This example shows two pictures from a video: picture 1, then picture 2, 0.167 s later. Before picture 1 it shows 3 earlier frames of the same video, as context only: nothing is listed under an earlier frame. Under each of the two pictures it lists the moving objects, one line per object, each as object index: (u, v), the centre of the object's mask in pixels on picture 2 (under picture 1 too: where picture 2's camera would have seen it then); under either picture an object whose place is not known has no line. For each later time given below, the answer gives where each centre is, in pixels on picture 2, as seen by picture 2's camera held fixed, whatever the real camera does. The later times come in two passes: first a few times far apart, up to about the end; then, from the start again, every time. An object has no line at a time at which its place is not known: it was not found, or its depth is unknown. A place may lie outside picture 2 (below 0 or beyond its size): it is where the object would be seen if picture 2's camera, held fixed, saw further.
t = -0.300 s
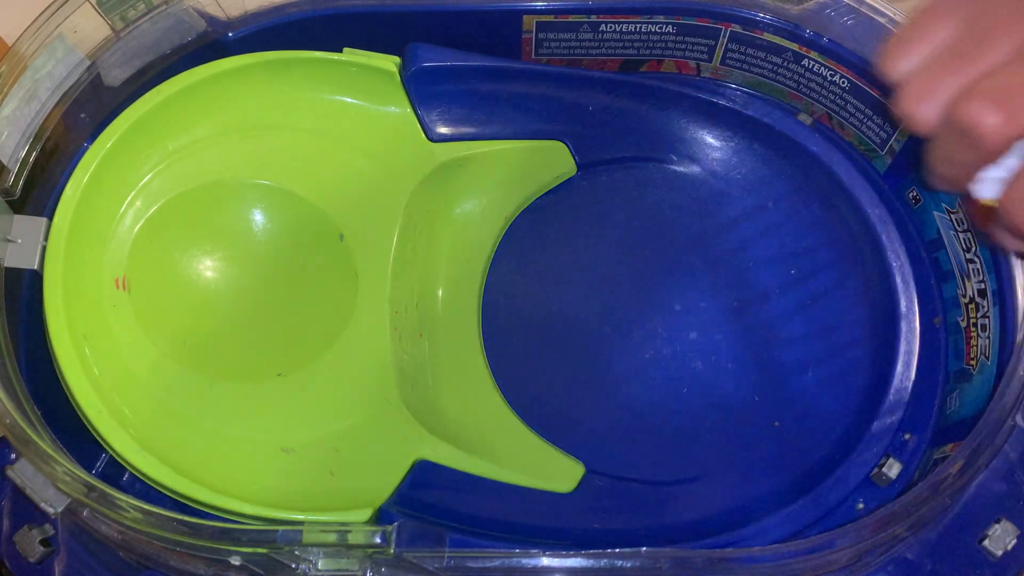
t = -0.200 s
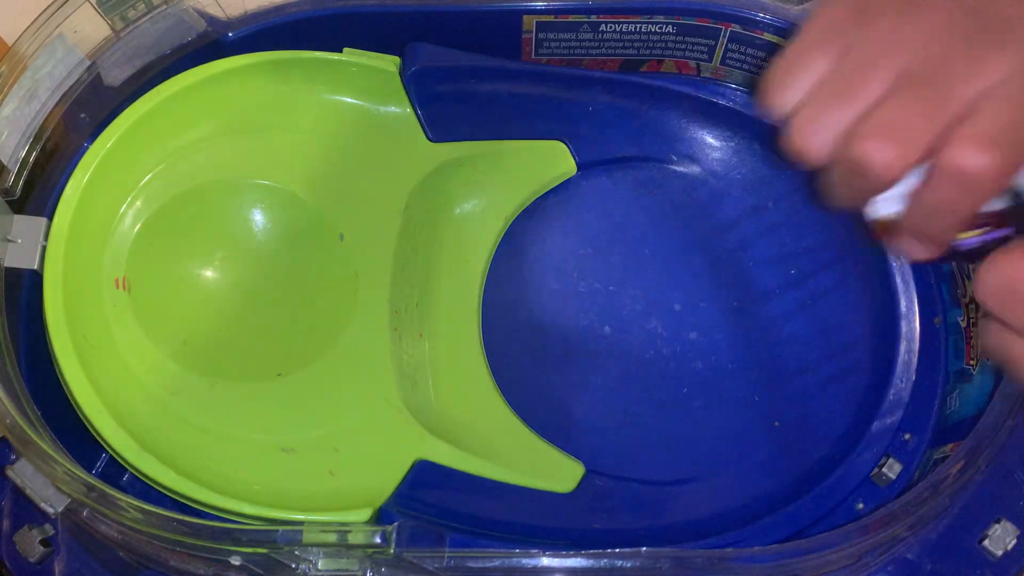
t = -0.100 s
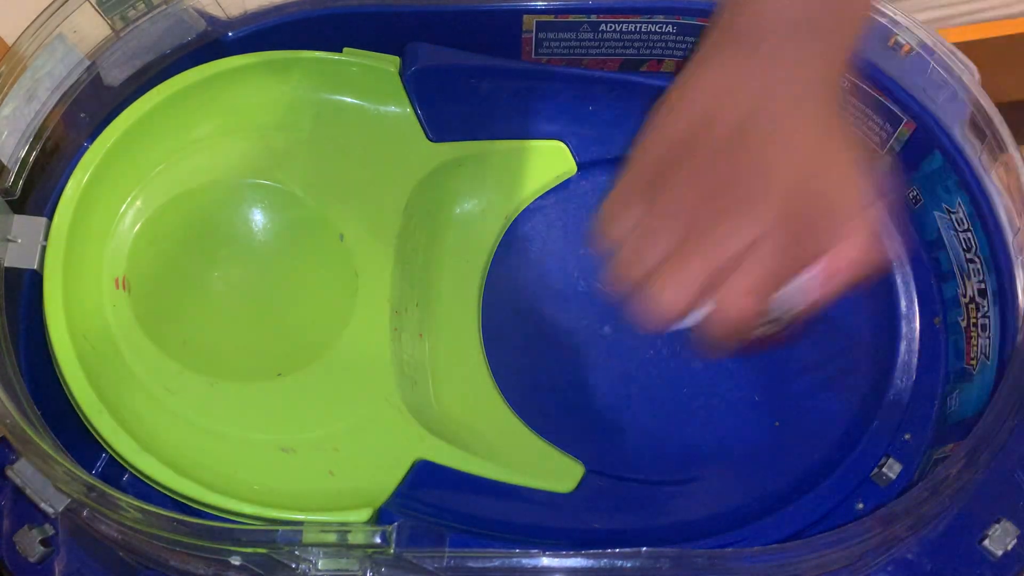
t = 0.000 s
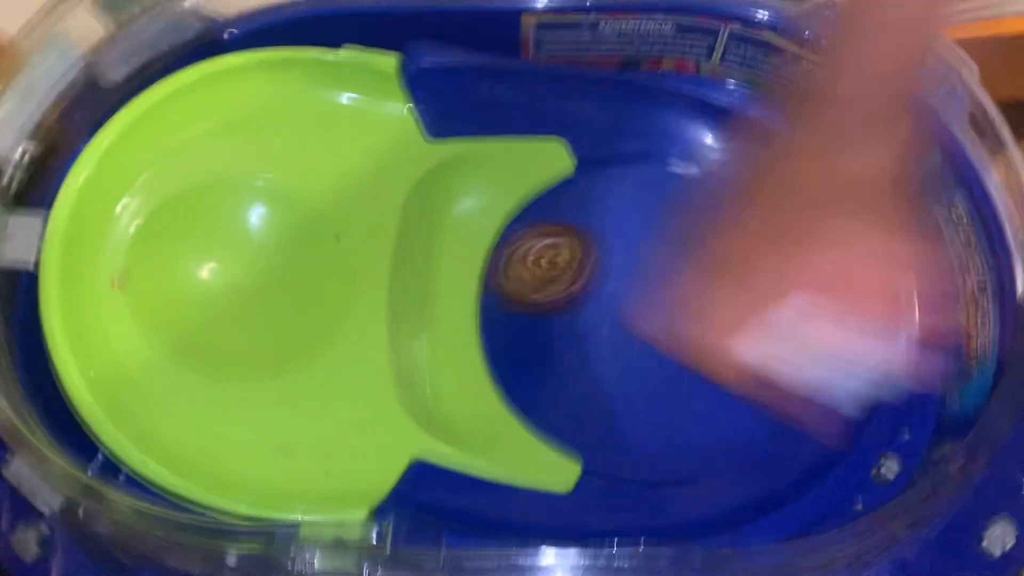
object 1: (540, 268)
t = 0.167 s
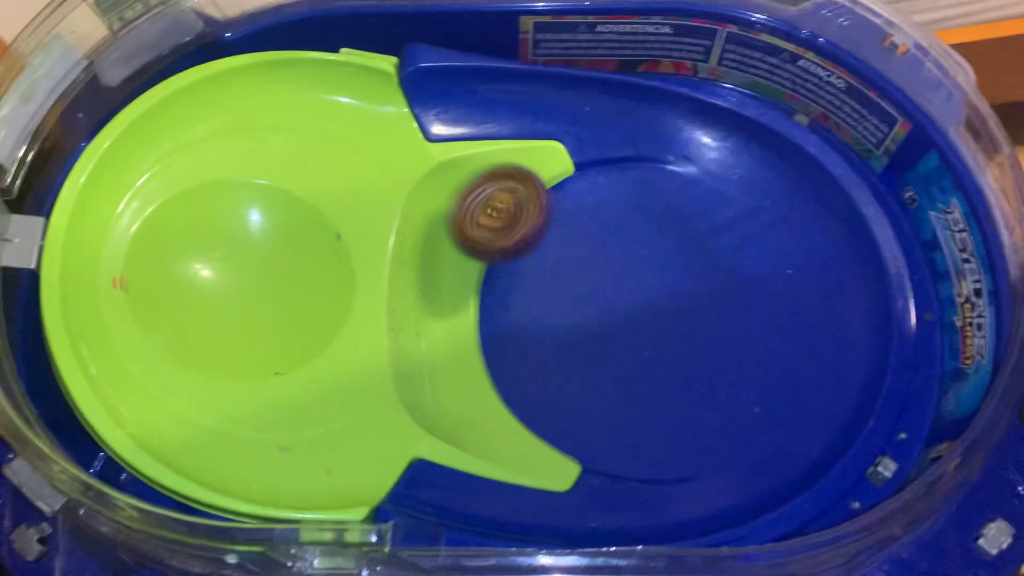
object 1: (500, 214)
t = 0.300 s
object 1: (602, 266)
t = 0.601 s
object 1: (798, 430)
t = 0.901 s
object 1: (628, 269)
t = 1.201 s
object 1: (527, 360)
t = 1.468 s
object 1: (706, 419)
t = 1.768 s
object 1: (584, 196)
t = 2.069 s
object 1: (539, 386)
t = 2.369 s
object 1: (807, 232)
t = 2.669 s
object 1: (434, 227)
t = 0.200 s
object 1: (519, 224)
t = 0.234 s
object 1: (547, 233)
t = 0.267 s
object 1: (574, 249)
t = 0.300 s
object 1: (602, 266)
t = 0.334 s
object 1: (631, 289)
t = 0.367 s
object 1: (658, 313)
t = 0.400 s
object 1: (683, 340)
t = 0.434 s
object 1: (705, 370)
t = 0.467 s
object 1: (726, 400)
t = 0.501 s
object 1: (749, 425)
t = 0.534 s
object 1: (774, 441)
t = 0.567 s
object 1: (793, 442)
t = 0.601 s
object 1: (798, 430)
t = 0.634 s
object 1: (798, 421)
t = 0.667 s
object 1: (791, 398)
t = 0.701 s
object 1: (780, 371)
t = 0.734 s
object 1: (766, 344)
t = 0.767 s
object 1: (747, 323)
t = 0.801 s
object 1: (723, 304)
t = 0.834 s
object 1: (694, 289)
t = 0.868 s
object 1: (663, 277)
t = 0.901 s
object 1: (628, 269)
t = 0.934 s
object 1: (594, 265)
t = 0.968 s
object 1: (560, 267)
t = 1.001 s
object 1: (527, 271)
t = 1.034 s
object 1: (493, 280)
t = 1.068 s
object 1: (482, 291)
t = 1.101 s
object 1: (489, 308)
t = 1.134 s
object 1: (498, 330)
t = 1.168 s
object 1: (512, 345)
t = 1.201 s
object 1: (527, 360)
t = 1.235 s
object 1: (544, 376)
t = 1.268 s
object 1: (564, 392)
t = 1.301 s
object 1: (586, 407)
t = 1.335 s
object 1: (610, 422)
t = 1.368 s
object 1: (635, 434)
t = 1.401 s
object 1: (660, 437)
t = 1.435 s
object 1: (685, 432)
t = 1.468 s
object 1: (706, 419)
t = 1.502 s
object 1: (722, 400)
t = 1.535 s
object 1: (730, 374)
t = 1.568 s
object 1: (729, 344)
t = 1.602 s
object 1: (720, 313)
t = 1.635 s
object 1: (702, 281)
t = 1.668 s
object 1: (678, 252)
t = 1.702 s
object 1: (650, 228)
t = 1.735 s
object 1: (617, 208)
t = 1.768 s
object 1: (584, 196)
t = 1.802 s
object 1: (551, 189)
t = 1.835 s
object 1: (525, 197)
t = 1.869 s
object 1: (512, 221)
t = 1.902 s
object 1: (507, 255)
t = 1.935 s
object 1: (501, 290)
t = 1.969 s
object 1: (497, 319)
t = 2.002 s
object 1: (501, 344)
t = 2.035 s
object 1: (515, 367)
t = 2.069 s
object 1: (539, 386)
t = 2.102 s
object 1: (572, 404)
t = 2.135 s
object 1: (613, 418)
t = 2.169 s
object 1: (657, 422)
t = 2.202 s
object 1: (703, 413)
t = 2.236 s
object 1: (744, 392)
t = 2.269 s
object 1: (775, 362)
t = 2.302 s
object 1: (797, 324)
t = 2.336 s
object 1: (808, 279)
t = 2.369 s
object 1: (807, 232)
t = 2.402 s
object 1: (792, 187)
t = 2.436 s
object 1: (766, 151)
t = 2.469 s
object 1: (724, 123)
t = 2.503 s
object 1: (673, 113)
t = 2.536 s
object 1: (621, 115)
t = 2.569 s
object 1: (570, 126)
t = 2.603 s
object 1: (518, 150)
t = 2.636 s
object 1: (468, 185)
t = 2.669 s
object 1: (434, 227)
